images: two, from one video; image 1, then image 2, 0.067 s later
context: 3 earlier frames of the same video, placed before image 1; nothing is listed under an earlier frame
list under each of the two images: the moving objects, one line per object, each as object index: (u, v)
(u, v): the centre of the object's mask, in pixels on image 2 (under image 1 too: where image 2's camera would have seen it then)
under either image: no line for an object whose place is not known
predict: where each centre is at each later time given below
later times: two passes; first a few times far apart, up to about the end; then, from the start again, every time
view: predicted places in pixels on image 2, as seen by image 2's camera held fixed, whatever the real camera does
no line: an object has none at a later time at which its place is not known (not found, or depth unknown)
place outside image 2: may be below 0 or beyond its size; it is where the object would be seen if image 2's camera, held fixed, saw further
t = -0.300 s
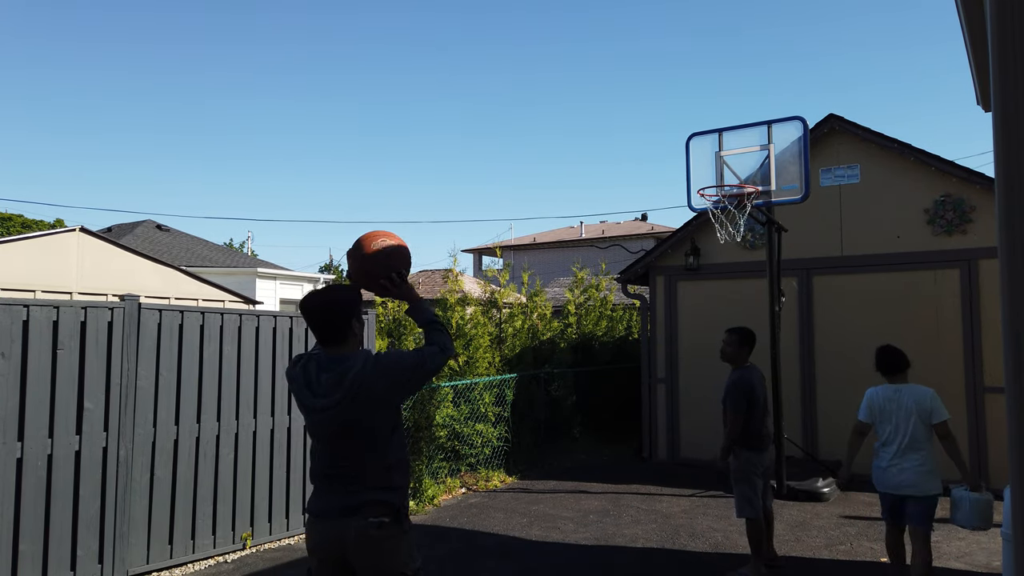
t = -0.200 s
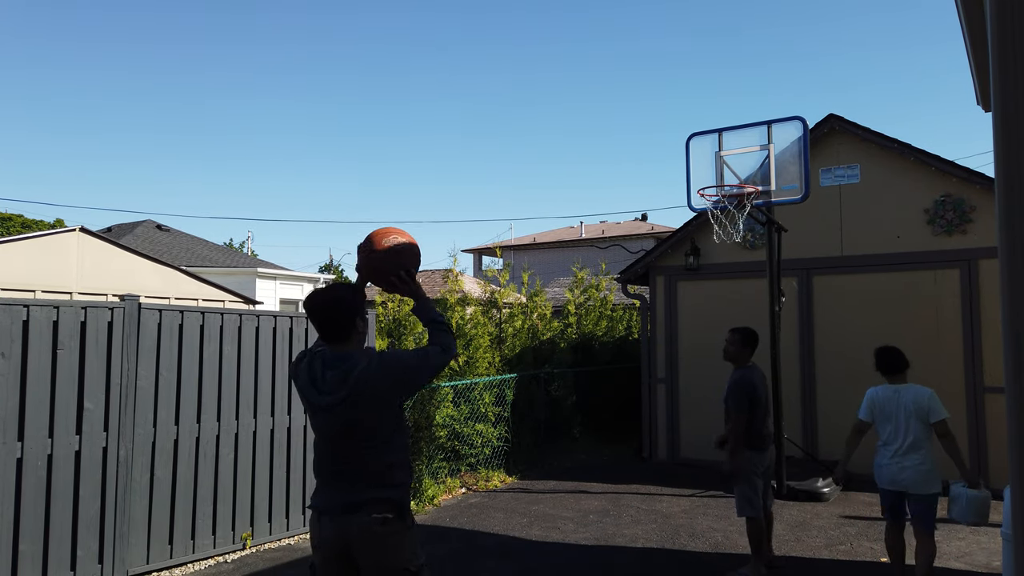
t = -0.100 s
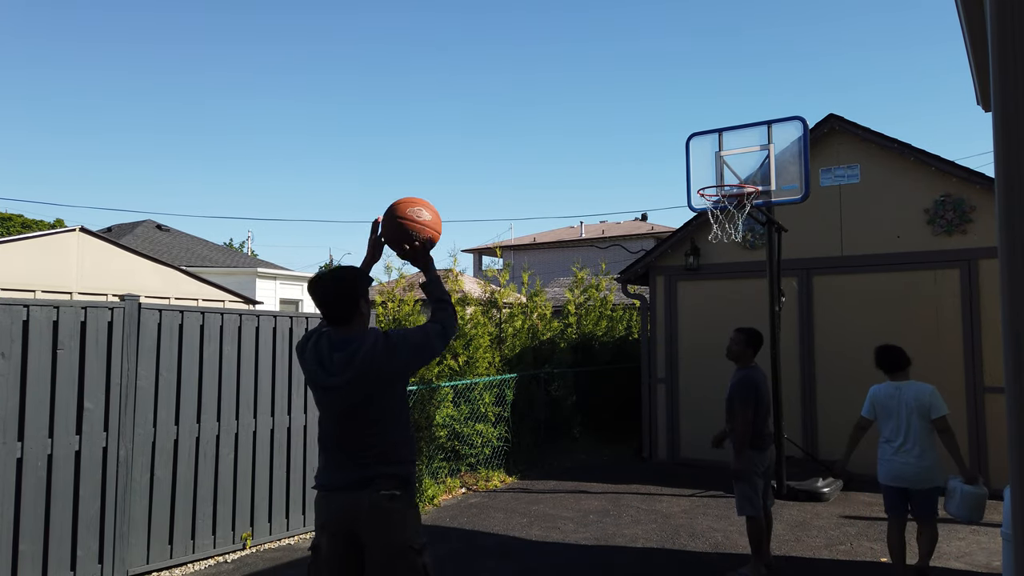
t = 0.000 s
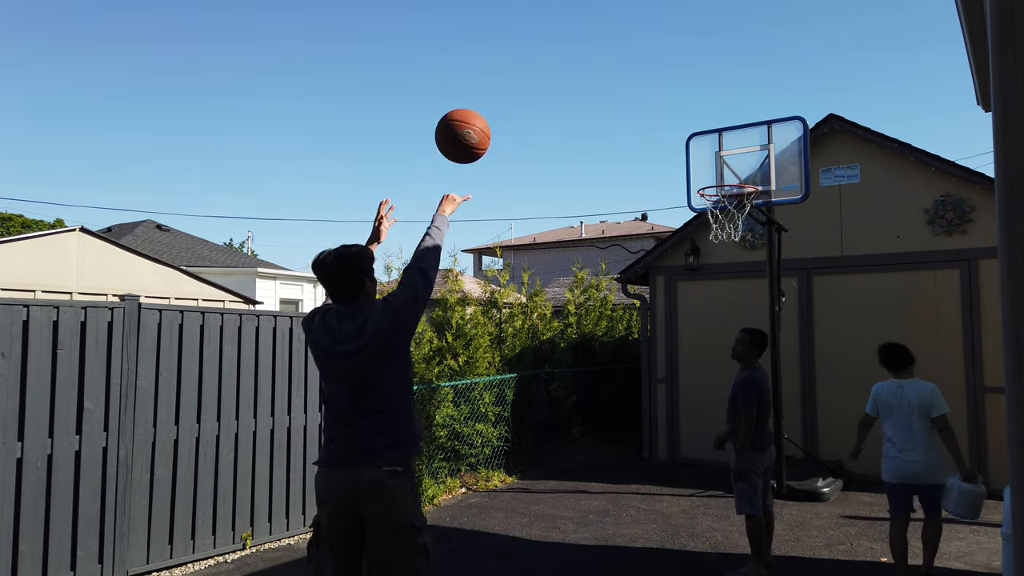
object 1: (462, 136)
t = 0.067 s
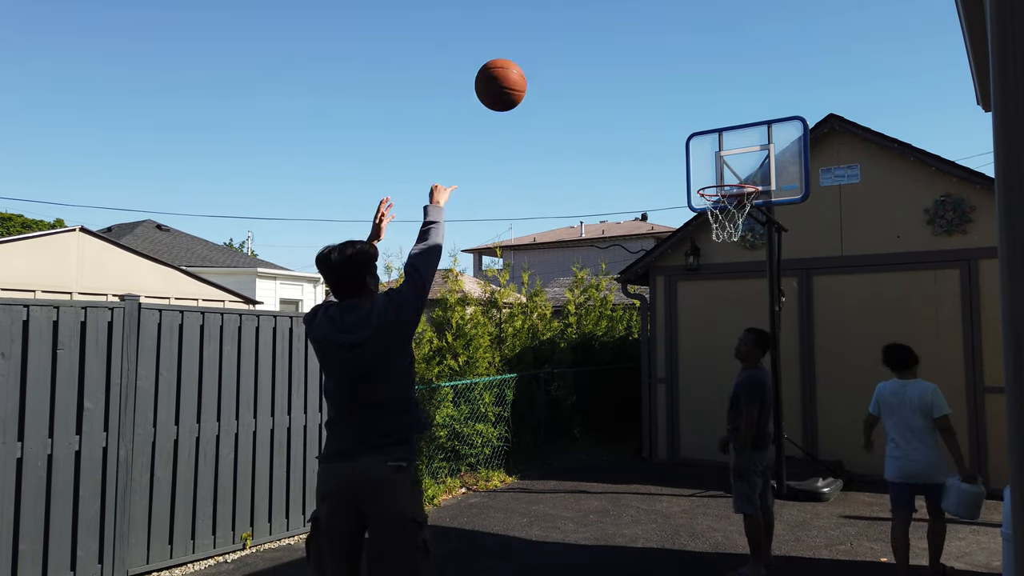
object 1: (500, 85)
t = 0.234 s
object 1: (578, 17)
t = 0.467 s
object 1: (657, 14)
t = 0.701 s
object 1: (717, 79)
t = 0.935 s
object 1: (763, 171)
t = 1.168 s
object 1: (772, 150)
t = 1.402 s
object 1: (770, 184)
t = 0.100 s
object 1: (518, 65)
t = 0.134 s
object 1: (534, 48)
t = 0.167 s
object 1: (549, 34)
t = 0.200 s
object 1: (564, 23)
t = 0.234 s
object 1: (578, 17)
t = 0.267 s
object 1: (591, 14)
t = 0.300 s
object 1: (603, 12)
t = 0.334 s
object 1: (615, 11)
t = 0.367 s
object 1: (626, 10)
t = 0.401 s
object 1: (637, 11)
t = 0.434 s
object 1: (647, 12)
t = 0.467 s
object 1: (657, 14)
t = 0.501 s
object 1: (667, 18)
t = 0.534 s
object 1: (676, 25)
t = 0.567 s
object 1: (685, 34)
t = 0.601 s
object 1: (693, 43)
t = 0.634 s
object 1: (702, 54)
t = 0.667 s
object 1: (709, 66)
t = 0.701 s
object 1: (717, 79)
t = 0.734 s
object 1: (725, 93)
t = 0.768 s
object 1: (732, 107)
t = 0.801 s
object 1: (738, 122)
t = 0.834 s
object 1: (745, 139)
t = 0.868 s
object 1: (752, 156)
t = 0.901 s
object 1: (758, 174)
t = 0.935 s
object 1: (763, 171)
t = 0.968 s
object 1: (769, 167)
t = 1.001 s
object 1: (774, 164)
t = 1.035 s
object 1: (773, 159)
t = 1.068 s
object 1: (773, 155)
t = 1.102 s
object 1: (772, 152)
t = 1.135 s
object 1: (772, 150)
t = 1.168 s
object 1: (772, 150)
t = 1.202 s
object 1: (771, 151)
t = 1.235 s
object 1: (771, 152)
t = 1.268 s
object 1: (771, 156)
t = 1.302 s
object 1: (771, 161)
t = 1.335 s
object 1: (771, 167)
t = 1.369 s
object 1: (771, 175)
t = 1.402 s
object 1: (770, 184)
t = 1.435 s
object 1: (770, 195)
